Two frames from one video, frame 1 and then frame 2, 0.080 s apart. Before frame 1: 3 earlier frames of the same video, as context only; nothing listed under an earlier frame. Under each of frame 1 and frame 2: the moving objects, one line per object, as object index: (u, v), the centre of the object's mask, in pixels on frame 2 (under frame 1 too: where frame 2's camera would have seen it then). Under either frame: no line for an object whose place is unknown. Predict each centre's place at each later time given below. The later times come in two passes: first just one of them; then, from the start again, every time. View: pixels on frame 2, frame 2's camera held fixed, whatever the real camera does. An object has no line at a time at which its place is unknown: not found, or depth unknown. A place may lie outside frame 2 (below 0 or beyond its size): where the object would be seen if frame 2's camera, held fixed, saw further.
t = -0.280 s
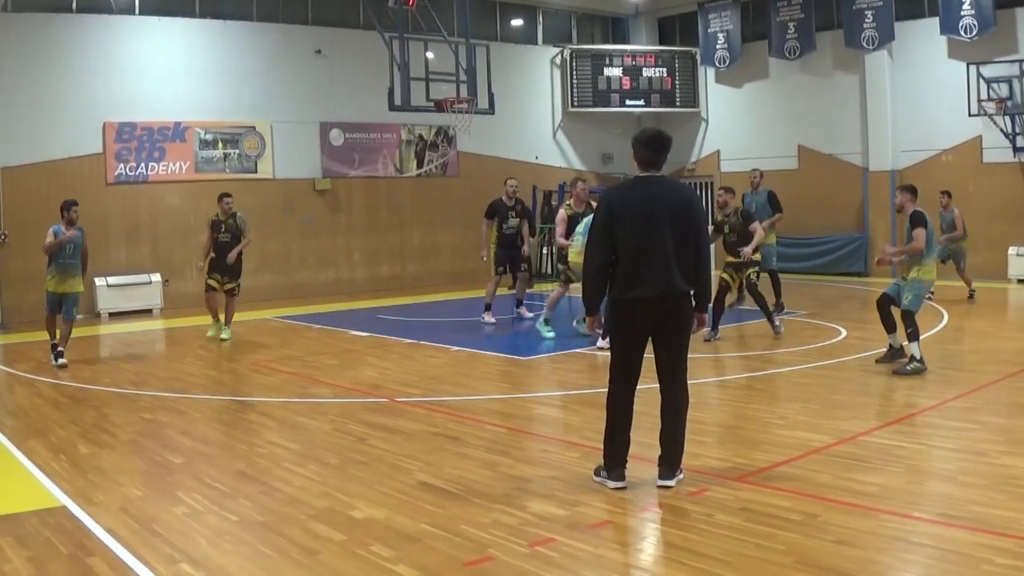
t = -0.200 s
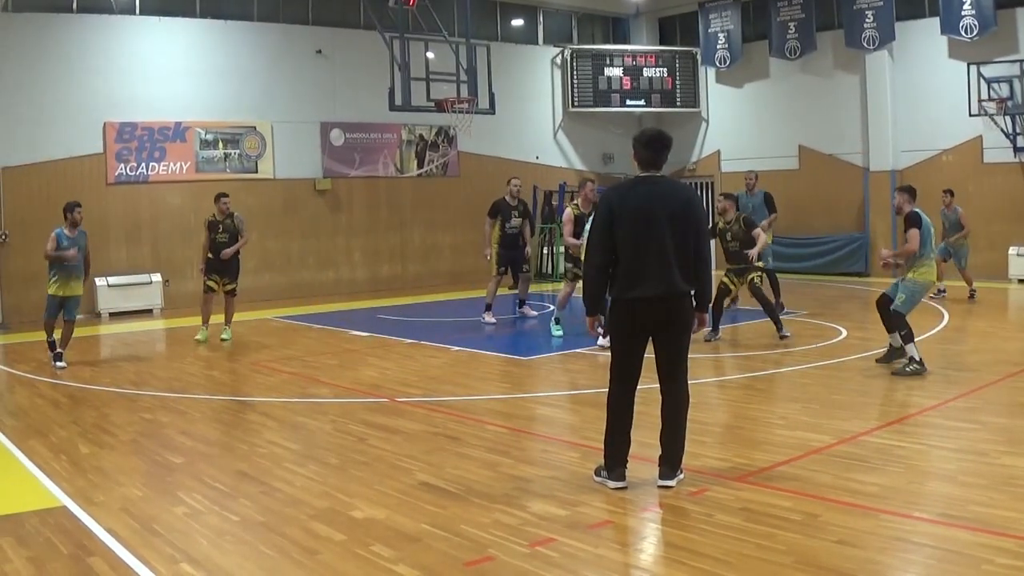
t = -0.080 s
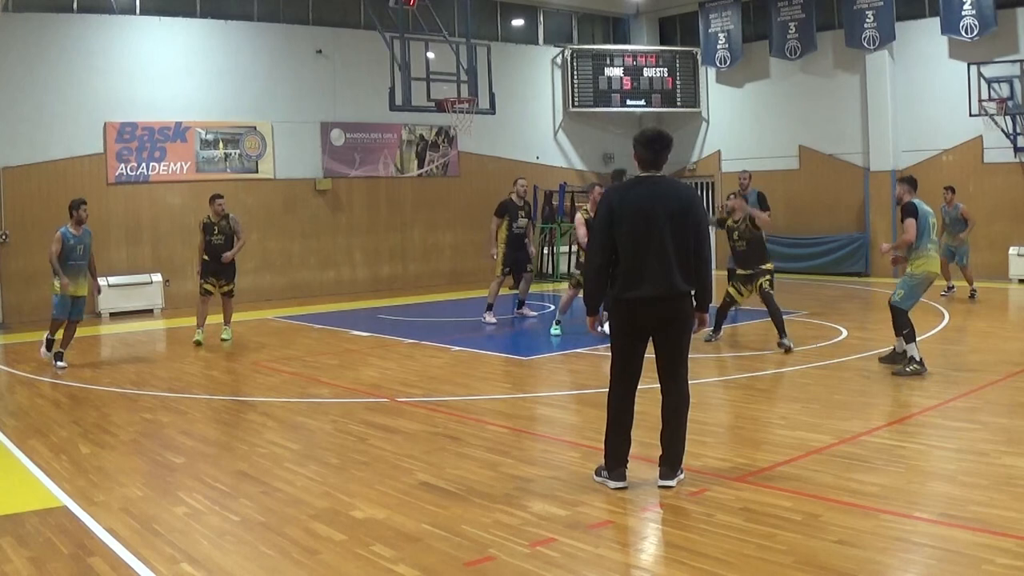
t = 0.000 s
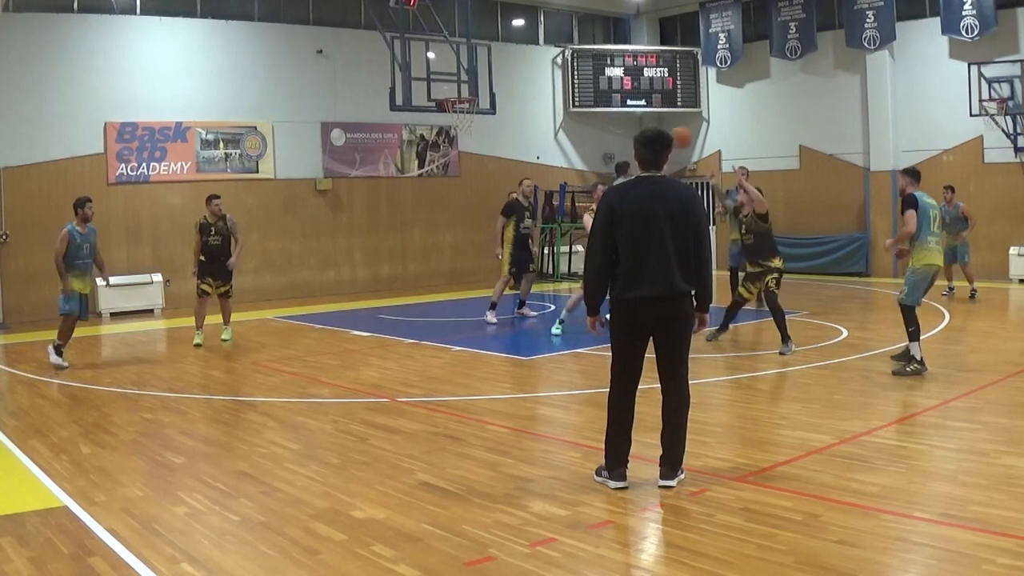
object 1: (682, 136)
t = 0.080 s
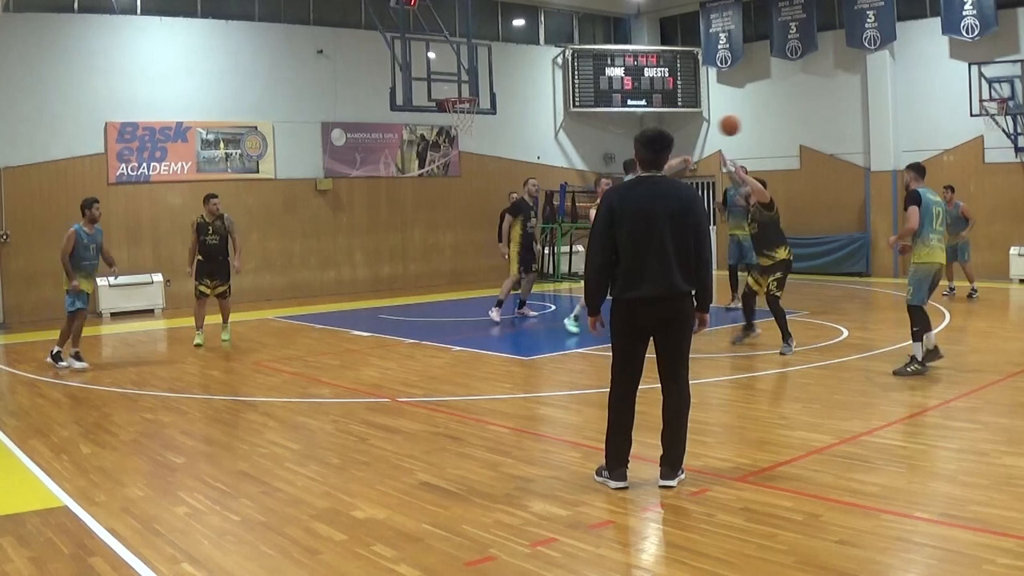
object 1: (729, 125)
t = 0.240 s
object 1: (814, 121)
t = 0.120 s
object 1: (752, 122)
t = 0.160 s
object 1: (774, 121)
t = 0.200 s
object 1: (794, 120)
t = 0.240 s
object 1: (814, 121)
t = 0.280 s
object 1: (832, 123)
